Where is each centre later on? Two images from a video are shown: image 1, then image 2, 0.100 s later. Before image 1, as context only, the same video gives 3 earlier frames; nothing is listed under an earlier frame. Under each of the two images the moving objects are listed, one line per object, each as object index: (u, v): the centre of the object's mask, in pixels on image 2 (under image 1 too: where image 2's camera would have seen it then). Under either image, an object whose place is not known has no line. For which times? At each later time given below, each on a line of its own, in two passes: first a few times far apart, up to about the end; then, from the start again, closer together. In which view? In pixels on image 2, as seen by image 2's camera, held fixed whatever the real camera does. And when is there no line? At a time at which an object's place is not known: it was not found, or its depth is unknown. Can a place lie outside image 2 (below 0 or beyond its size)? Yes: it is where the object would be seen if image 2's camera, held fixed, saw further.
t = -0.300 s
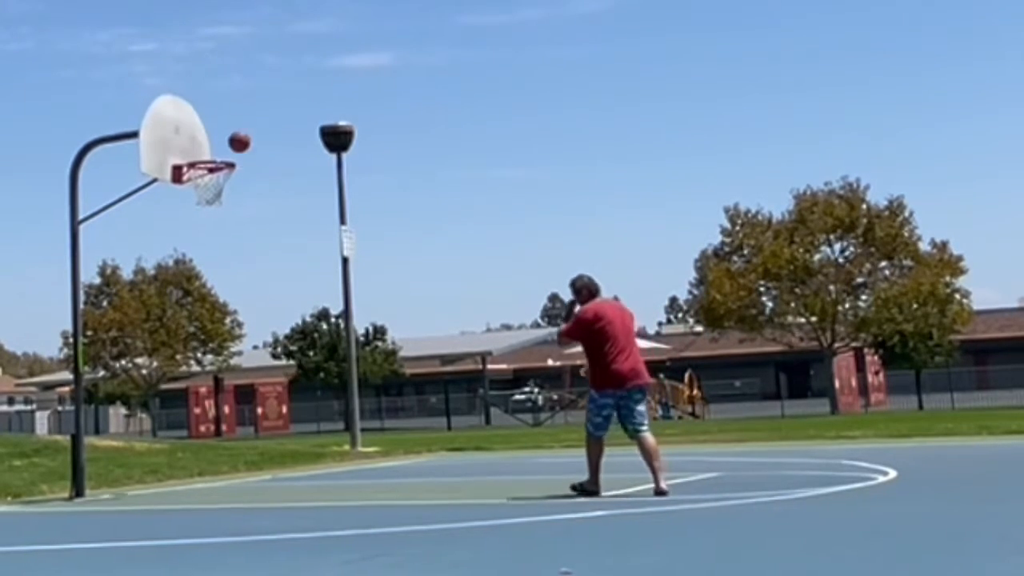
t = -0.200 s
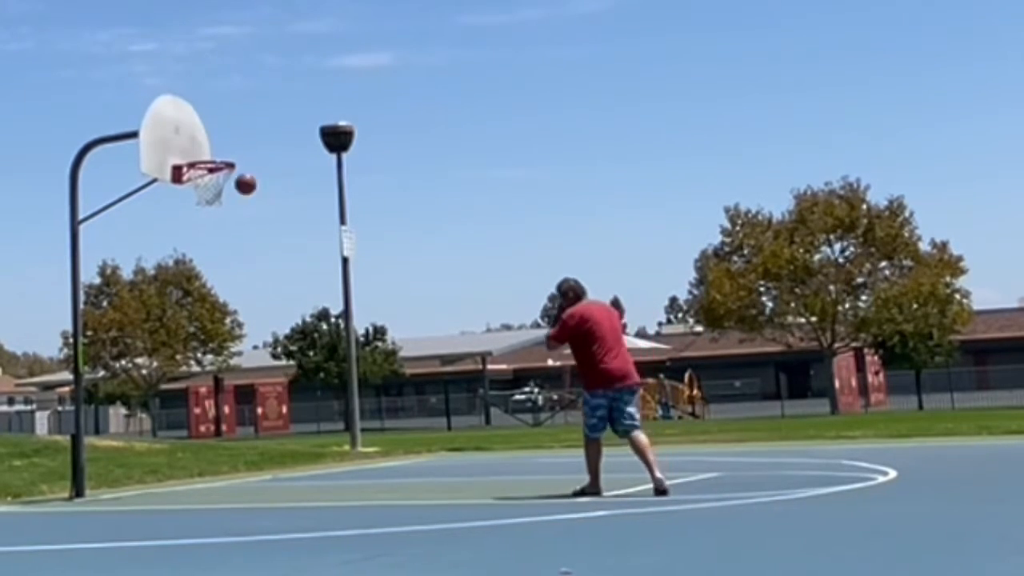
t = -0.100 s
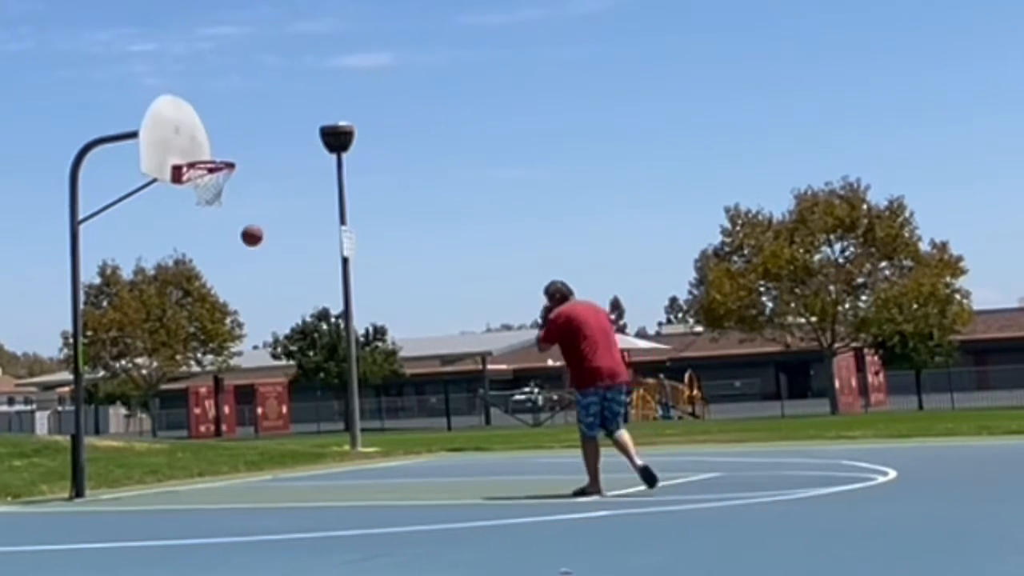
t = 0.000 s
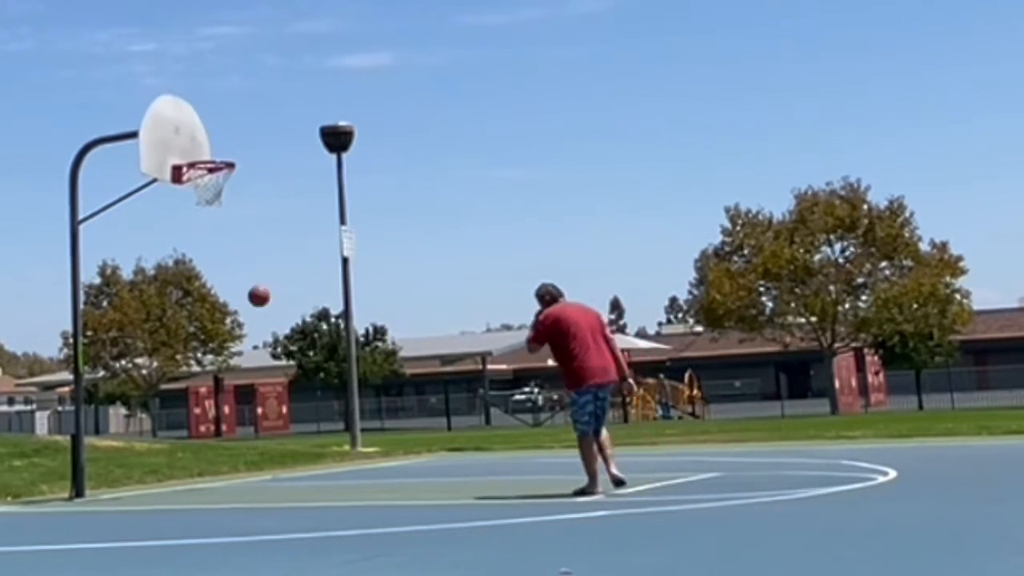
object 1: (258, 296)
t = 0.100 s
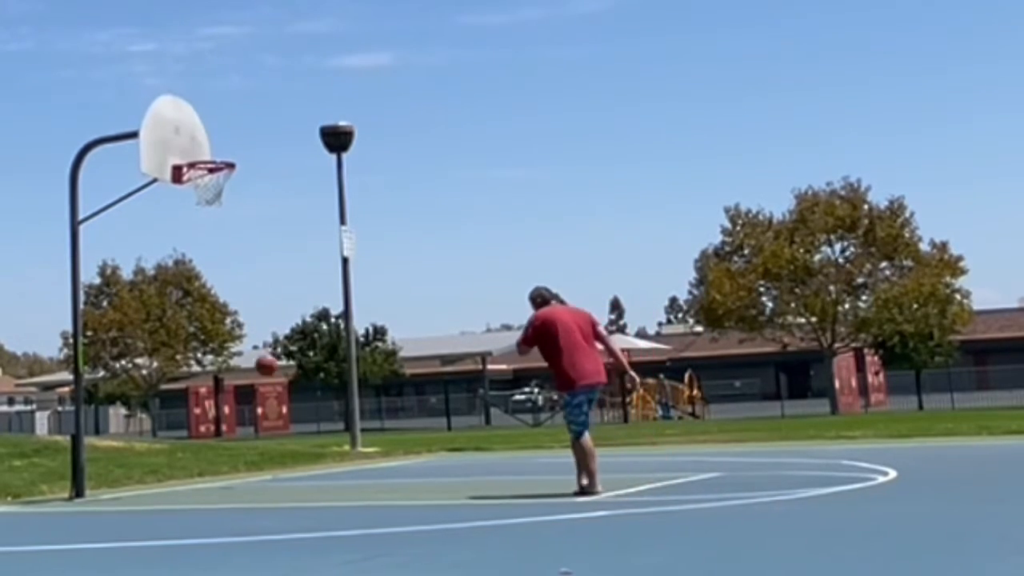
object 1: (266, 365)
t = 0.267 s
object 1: (275, 460)
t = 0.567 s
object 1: (268, 312)
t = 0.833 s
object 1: (265, 257)
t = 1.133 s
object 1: (264, 273)
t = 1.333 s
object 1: (264, 330)
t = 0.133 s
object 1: (270, 391)
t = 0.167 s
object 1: (271, 417)
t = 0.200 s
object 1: (273, 443)
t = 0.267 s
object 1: (275, 460)
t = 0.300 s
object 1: (275, 438)
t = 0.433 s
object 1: (271, 366)
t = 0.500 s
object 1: (270, 336)
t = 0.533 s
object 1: (269, 324)
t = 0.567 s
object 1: (268, 312)
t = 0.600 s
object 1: (268, 302)
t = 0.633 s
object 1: (267, 292)
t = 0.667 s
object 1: (267, 284)
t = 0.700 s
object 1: (267, 276)
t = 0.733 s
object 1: (266, 270)
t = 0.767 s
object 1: (266, 264)
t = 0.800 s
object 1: (265, 260)
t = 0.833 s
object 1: (265, 257)
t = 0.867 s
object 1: (265, 255)
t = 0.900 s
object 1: (265, 254)
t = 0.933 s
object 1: (264, 254)
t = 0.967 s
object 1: (264, 254)
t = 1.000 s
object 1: (264, 256)
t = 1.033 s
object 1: (264, 259)
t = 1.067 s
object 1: (264, 263)
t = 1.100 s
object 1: (264, 268)
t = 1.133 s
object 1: (264, 273)
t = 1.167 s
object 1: (264, 280)
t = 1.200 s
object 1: (264, 288)
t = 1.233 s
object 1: (264, 297)
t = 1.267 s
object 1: (264, 307)
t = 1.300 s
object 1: (264, 318)
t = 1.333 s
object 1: (264, 330)
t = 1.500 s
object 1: (255, 349)
